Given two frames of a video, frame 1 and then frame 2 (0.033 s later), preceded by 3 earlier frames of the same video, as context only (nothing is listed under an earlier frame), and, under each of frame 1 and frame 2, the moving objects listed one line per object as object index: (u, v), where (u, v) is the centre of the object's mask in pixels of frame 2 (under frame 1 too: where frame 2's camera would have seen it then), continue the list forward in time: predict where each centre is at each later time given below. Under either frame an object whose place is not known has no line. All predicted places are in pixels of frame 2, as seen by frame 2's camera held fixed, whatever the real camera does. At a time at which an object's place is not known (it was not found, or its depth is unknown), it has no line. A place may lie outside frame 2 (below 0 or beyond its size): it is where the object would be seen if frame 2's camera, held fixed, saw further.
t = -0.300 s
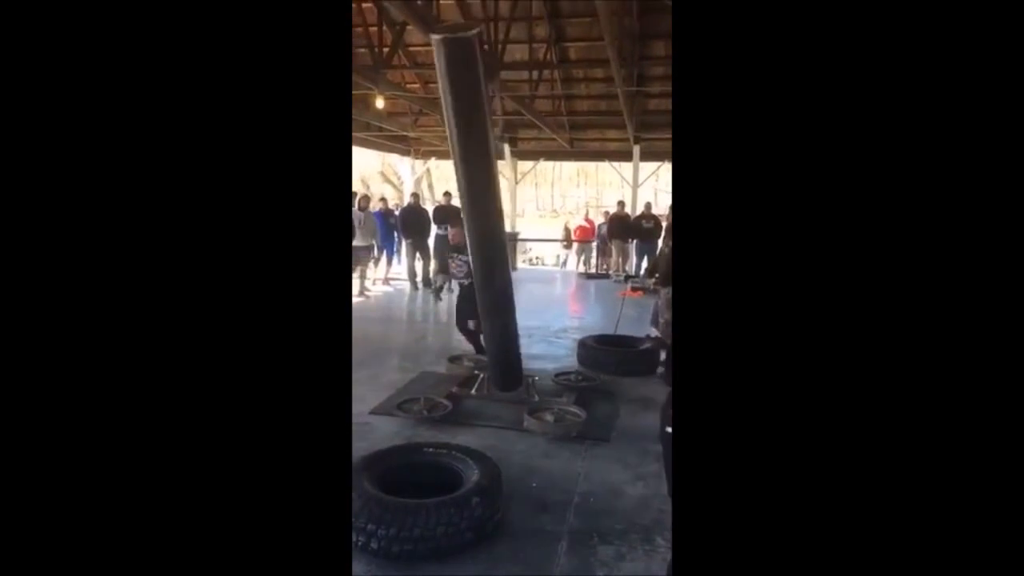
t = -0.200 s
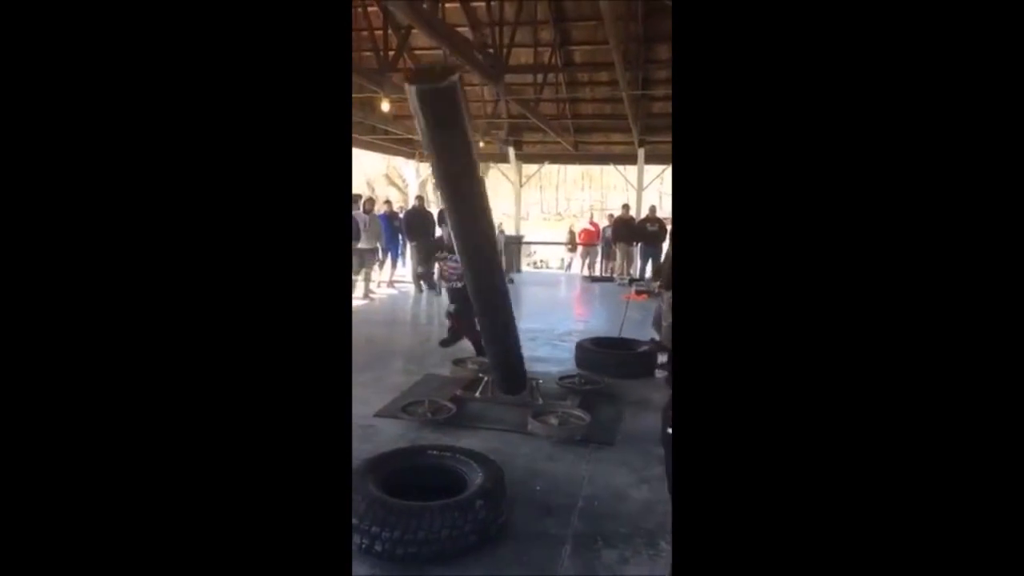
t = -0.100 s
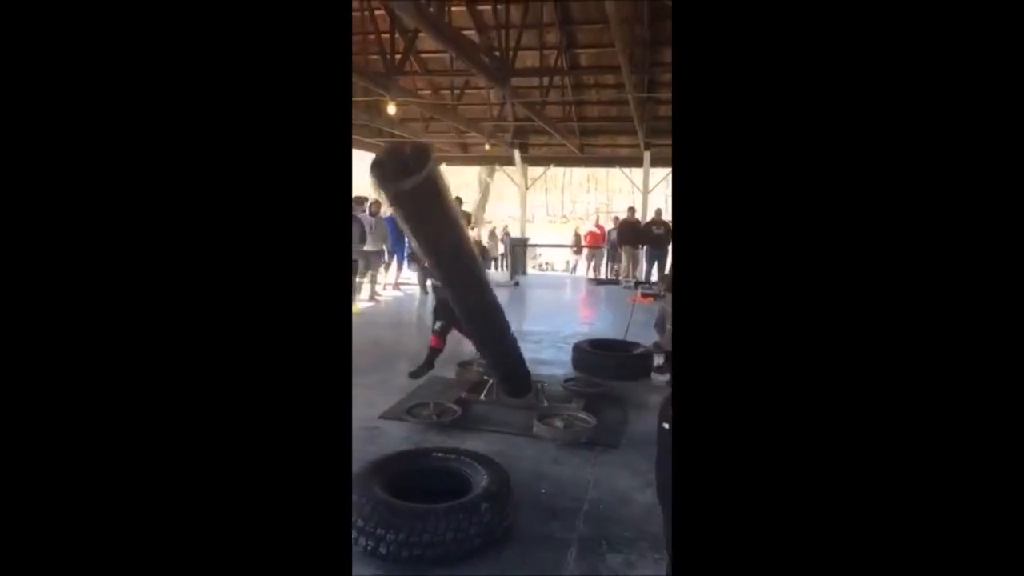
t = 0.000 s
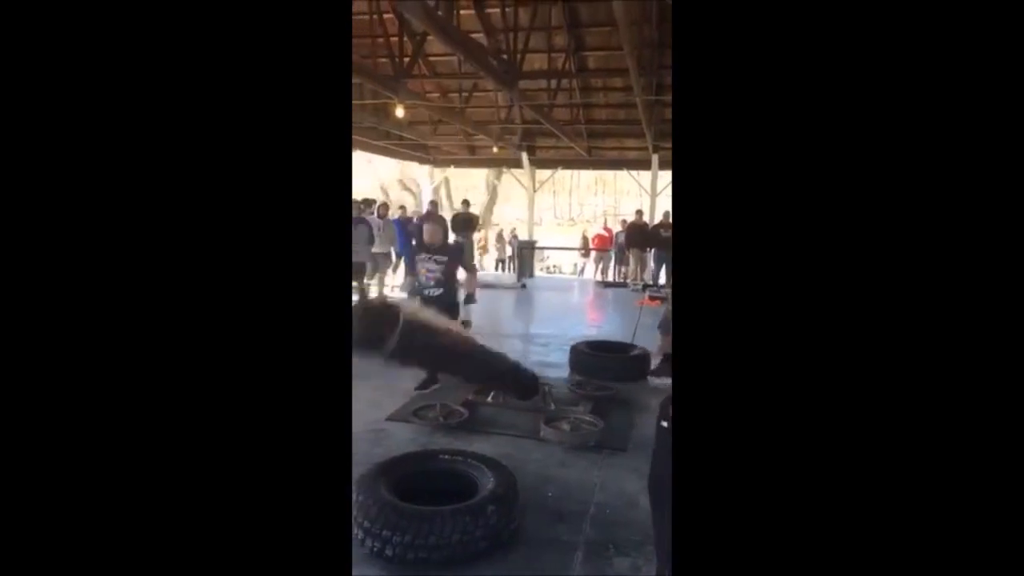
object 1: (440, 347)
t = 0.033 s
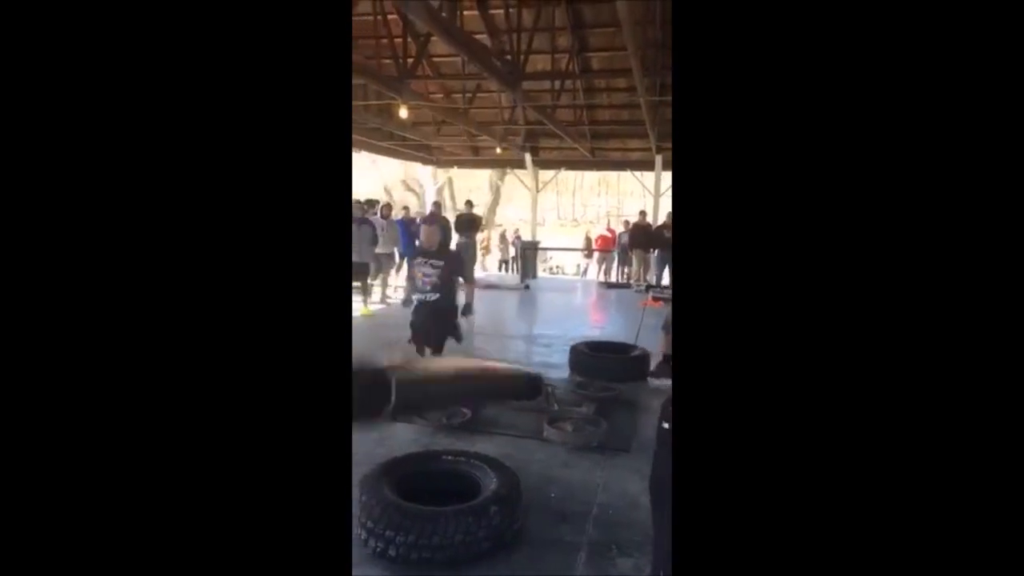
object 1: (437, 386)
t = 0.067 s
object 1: (434, 424)
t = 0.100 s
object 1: (431, 468)
